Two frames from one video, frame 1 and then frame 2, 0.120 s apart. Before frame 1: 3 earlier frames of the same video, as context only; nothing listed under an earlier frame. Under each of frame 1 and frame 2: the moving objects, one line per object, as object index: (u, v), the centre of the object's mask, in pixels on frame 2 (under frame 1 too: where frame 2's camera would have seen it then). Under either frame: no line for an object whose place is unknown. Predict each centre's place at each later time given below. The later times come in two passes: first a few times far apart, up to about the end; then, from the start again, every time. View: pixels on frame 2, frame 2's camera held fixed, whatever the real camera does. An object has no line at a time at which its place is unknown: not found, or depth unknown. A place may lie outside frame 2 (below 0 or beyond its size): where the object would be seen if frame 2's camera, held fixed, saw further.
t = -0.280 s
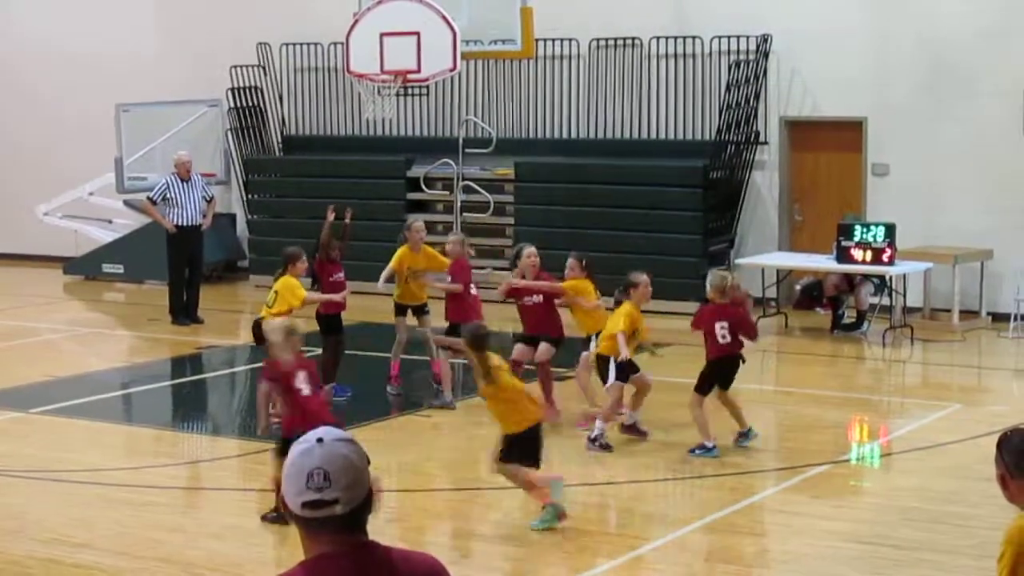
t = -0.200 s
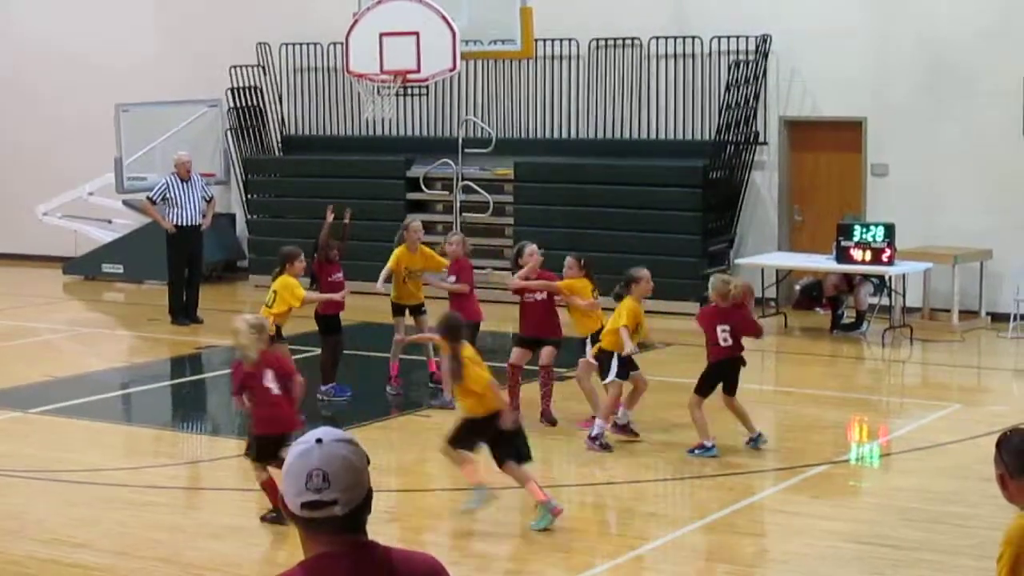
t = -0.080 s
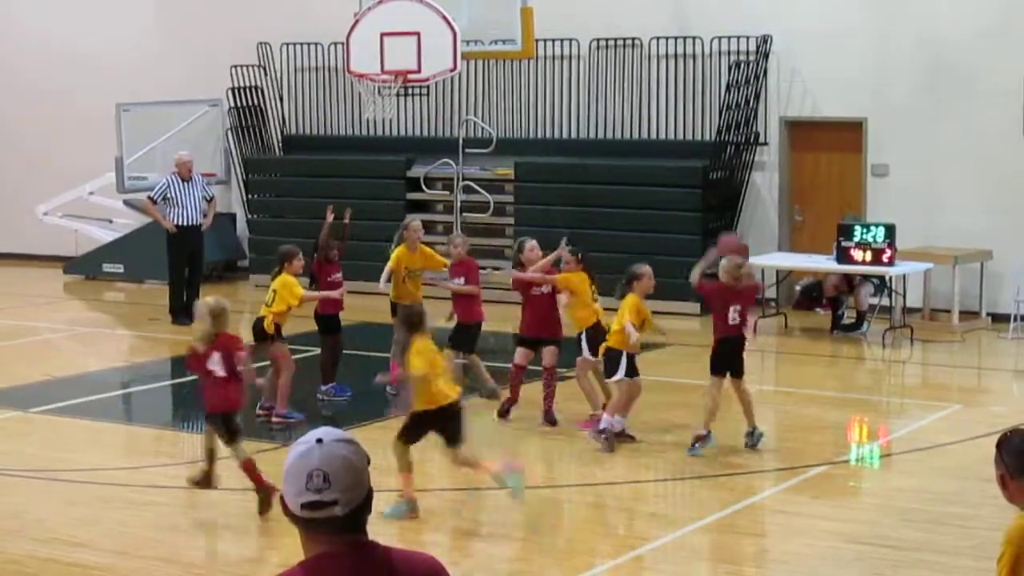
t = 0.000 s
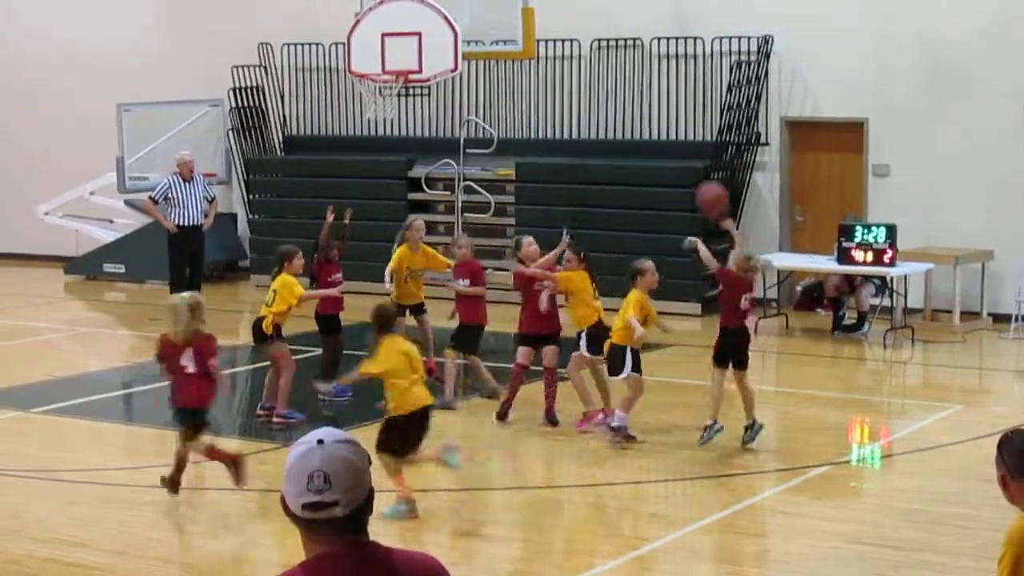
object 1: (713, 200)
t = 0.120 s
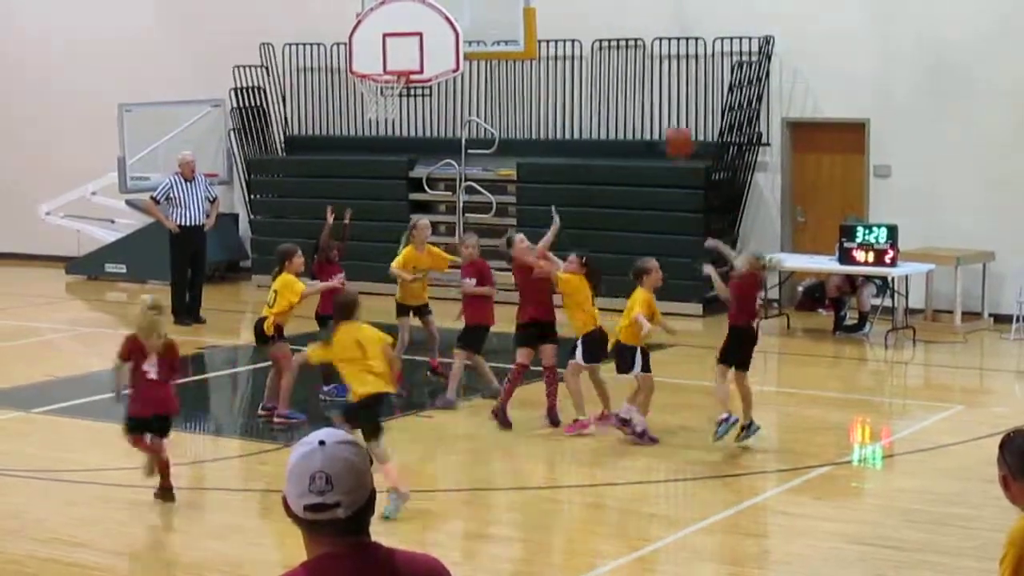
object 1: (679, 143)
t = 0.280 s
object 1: (630, 99)
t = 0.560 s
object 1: (558, 105)
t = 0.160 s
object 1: (665, 128)
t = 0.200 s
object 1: (652, 115)
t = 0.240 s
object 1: (642, 105)
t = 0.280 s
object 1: (630, 99)
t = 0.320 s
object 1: (619, 93)
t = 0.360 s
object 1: (608, 90)
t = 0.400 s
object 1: (598, 89)
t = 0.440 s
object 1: (587, 89)
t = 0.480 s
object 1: (578, 93)
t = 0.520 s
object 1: (568, 98)
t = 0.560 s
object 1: (558, 105)
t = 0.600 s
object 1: (550, 114)
